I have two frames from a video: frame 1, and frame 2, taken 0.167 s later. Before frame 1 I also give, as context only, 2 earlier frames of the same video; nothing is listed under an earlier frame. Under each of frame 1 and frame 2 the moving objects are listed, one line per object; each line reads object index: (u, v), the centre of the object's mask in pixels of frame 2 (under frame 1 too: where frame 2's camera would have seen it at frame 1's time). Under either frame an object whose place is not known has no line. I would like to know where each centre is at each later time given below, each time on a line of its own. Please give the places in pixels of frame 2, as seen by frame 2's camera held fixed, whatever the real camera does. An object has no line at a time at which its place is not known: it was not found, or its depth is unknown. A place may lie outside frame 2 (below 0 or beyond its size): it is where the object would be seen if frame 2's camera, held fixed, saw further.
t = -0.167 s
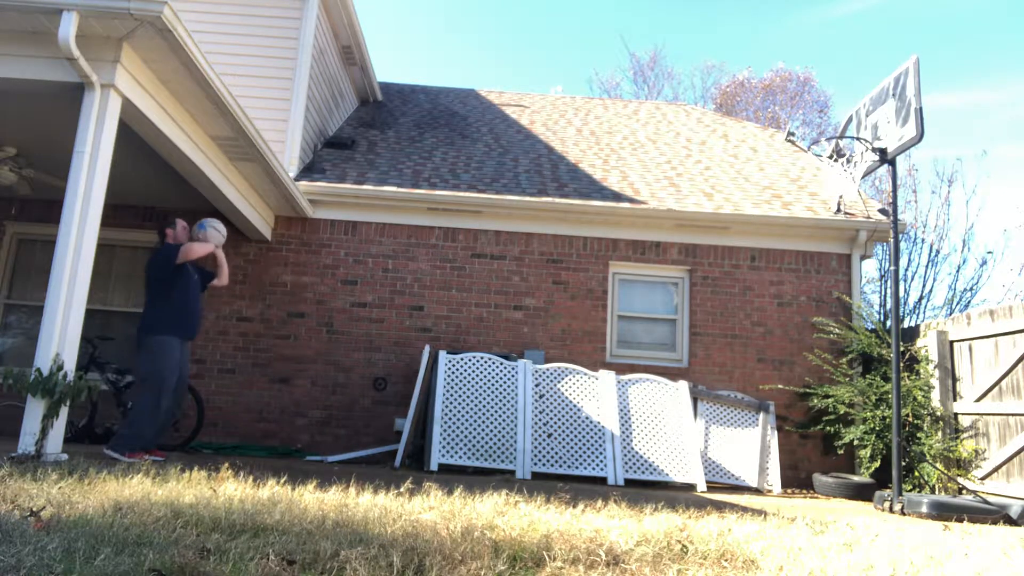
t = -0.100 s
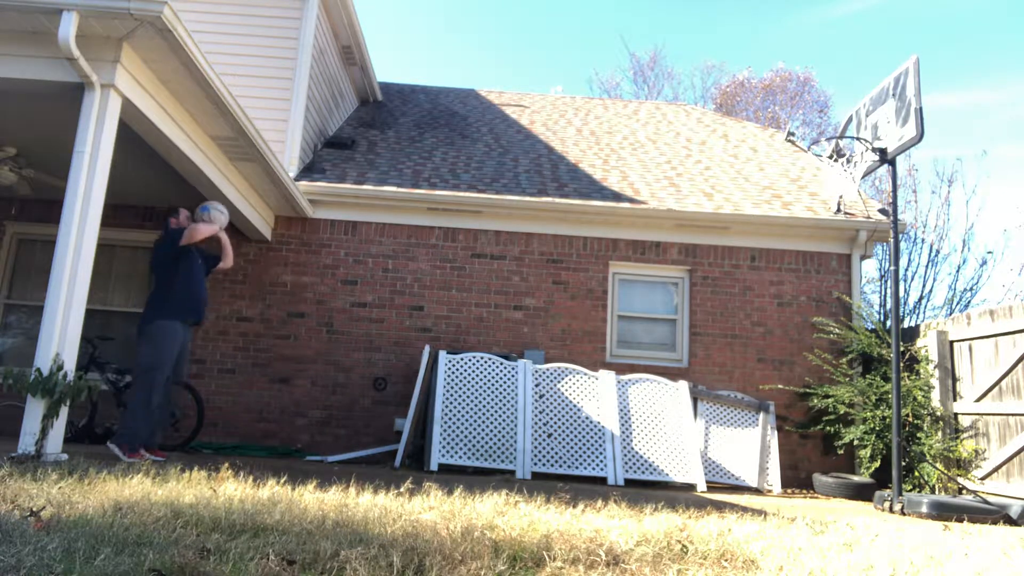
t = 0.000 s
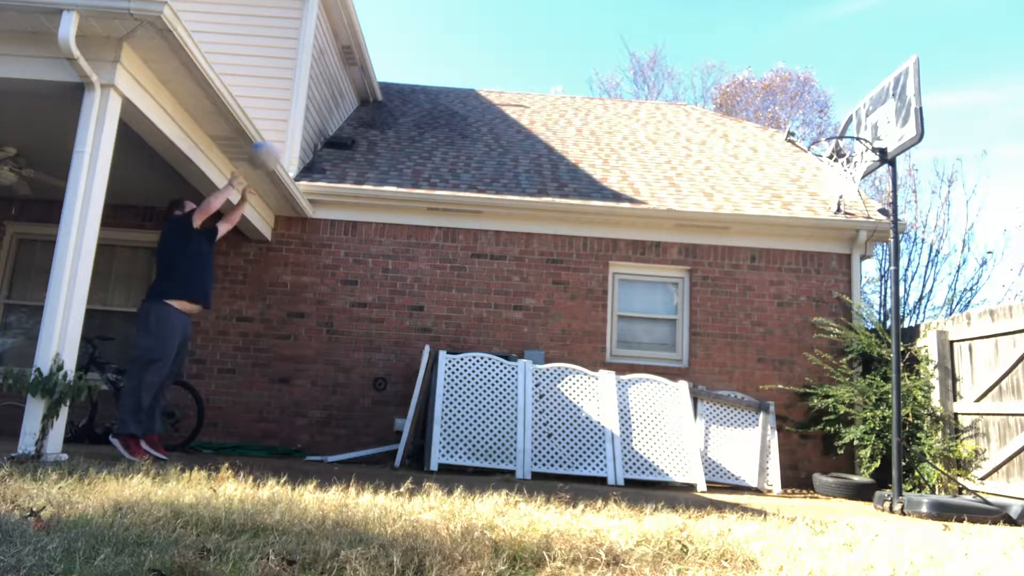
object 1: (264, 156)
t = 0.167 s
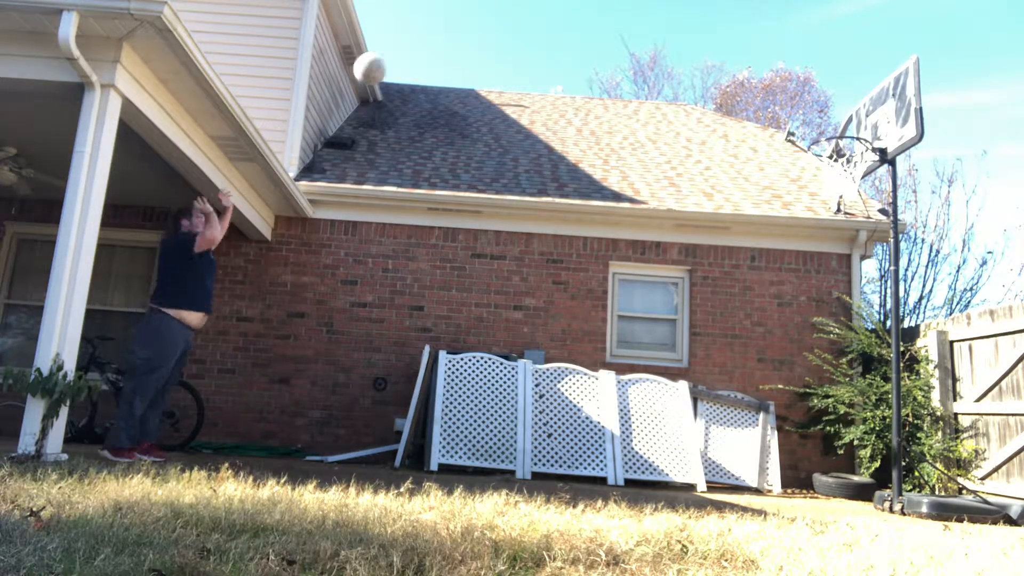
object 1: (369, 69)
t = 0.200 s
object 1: (390, 56)
